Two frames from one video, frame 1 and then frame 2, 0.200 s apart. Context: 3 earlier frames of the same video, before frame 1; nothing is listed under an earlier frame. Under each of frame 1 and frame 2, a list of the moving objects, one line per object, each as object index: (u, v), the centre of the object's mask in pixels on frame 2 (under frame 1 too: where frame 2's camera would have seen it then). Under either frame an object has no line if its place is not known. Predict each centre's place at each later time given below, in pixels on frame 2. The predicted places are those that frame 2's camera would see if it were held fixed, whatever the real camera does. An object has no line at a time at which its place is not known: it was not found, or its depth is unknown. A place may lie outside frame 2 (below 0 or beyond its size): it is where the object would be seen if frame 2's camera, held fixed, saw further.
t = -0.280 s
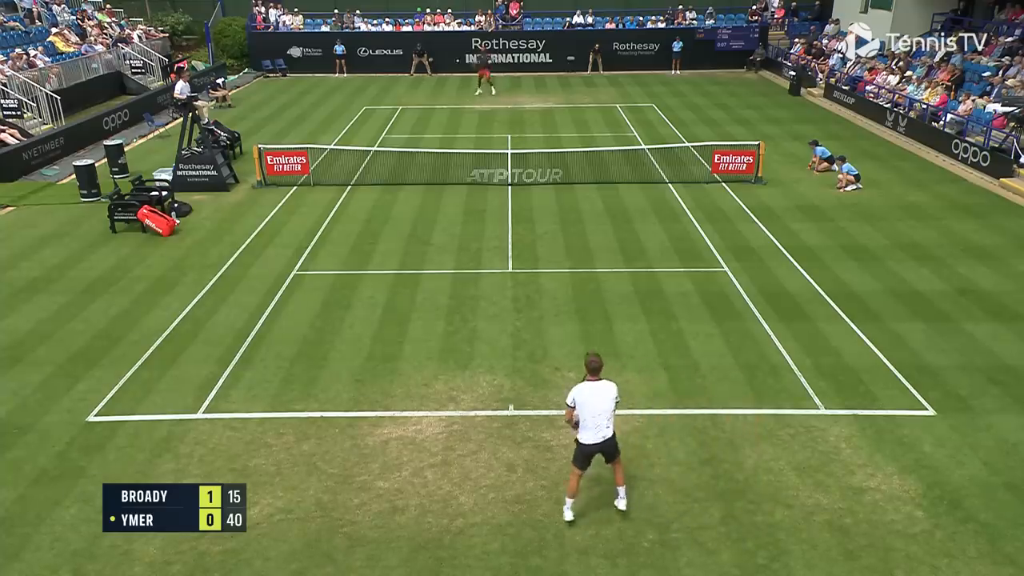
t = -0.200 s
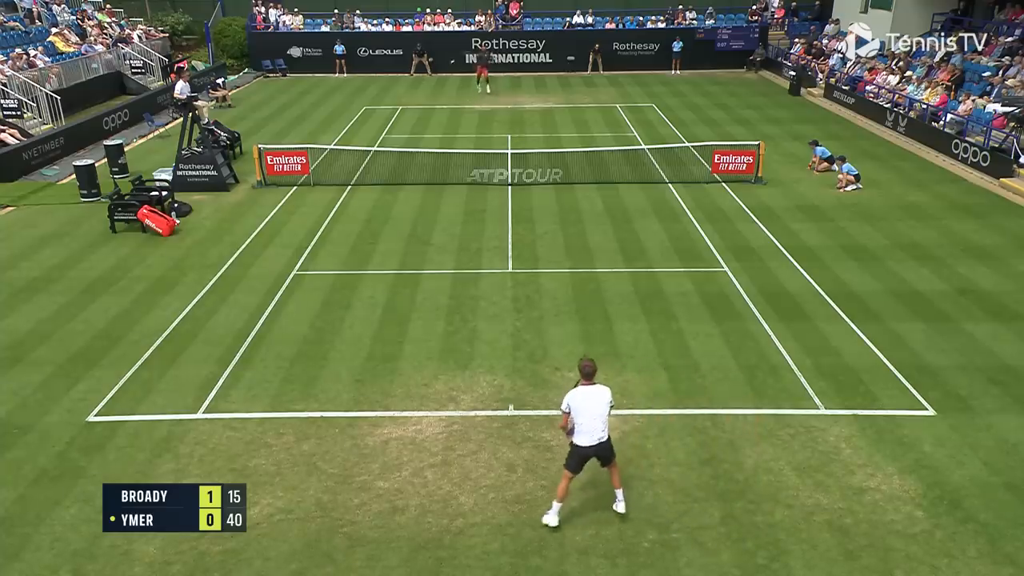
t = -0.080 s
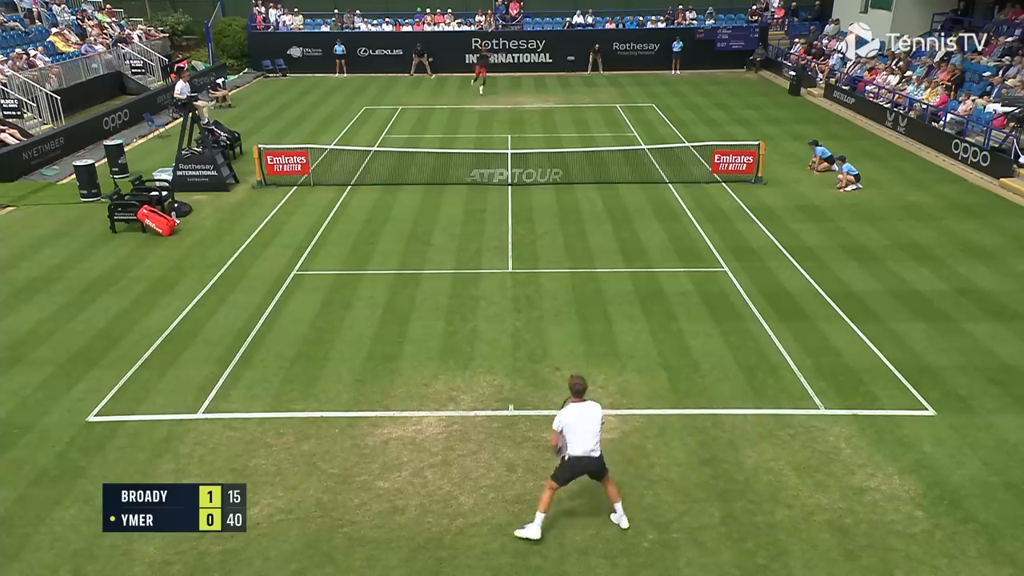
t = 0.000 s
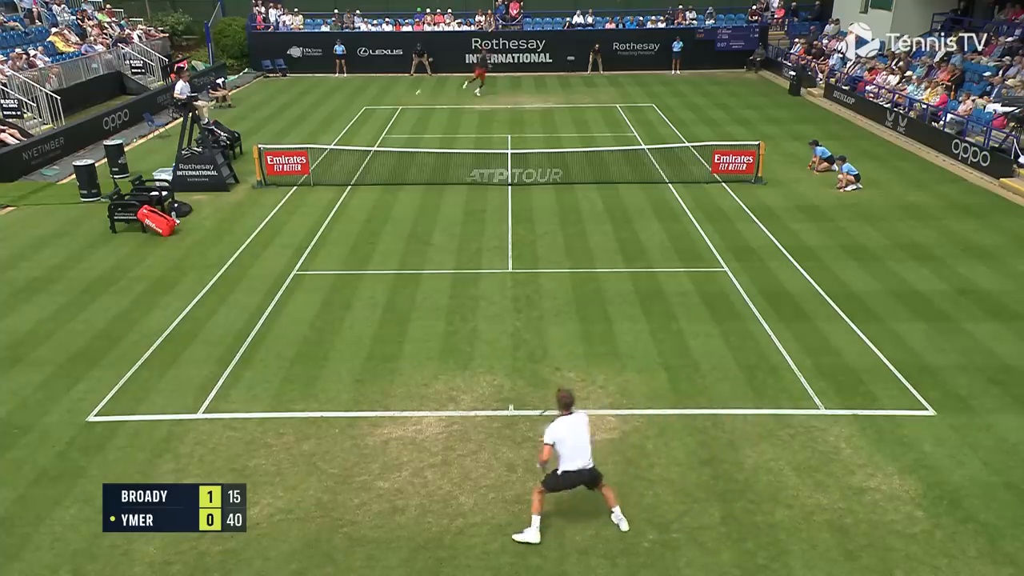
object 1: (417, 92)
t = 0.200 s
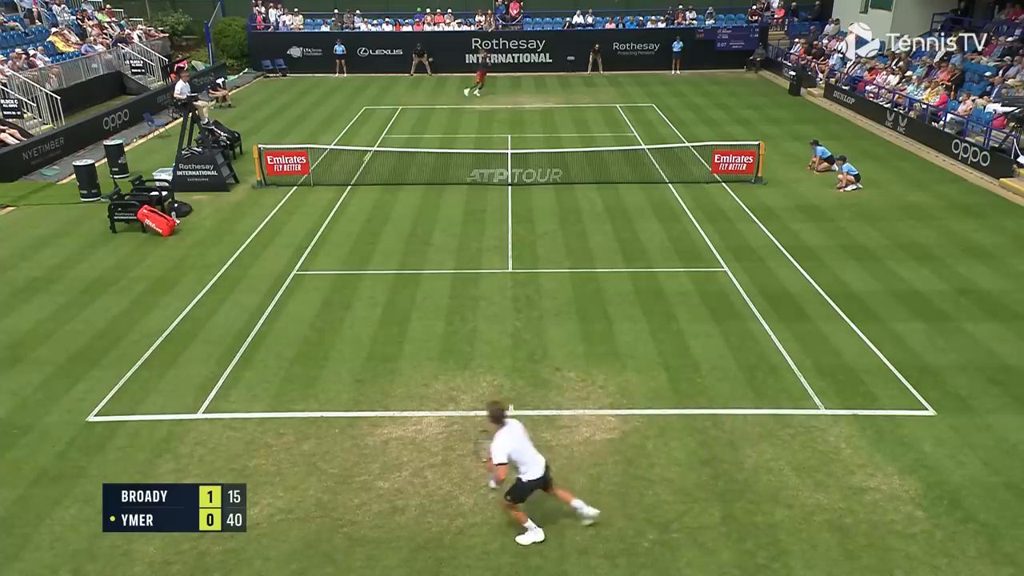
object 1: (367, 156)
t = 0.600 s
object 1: (205, 321)
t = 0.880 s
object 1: (10, 498)
